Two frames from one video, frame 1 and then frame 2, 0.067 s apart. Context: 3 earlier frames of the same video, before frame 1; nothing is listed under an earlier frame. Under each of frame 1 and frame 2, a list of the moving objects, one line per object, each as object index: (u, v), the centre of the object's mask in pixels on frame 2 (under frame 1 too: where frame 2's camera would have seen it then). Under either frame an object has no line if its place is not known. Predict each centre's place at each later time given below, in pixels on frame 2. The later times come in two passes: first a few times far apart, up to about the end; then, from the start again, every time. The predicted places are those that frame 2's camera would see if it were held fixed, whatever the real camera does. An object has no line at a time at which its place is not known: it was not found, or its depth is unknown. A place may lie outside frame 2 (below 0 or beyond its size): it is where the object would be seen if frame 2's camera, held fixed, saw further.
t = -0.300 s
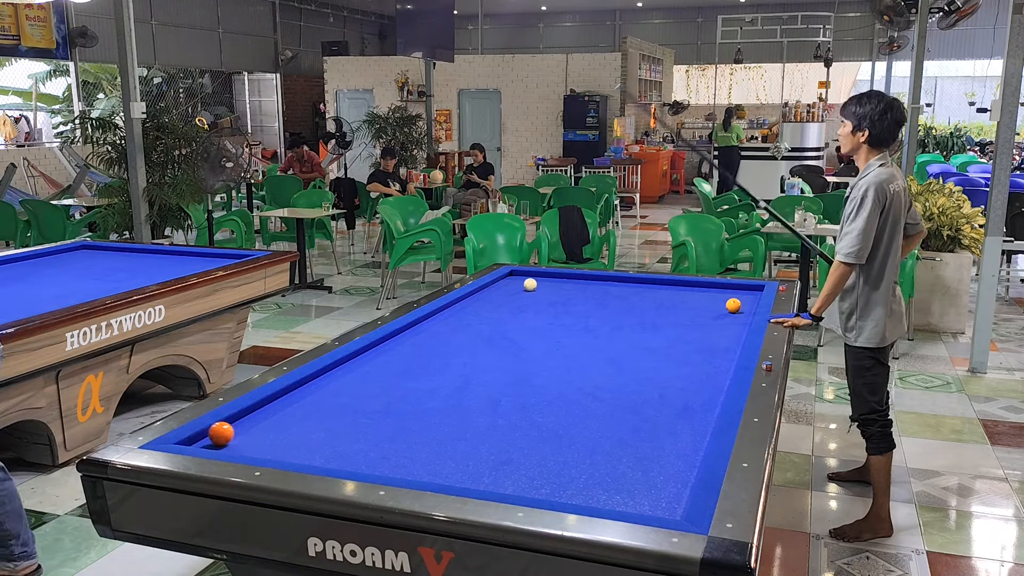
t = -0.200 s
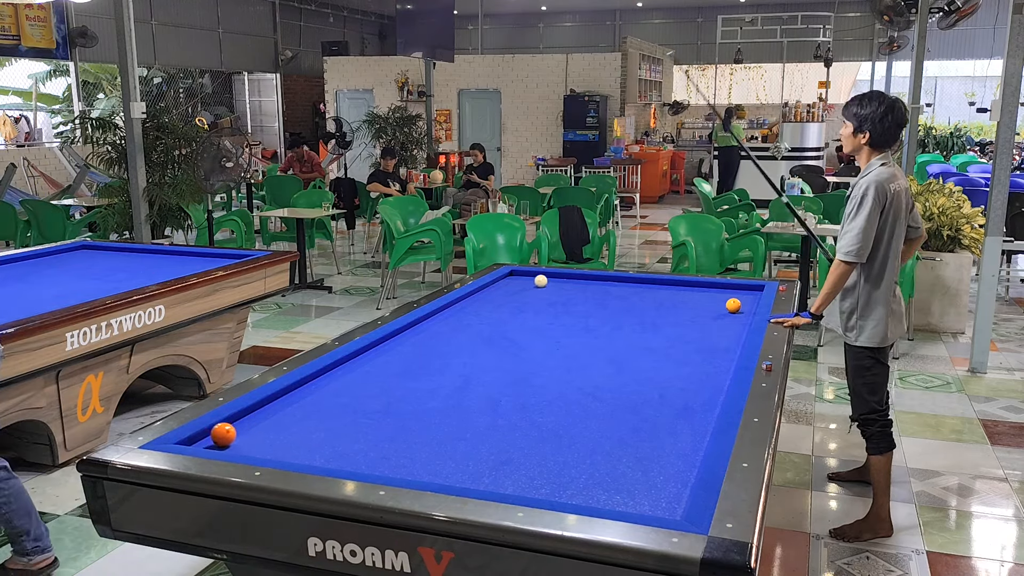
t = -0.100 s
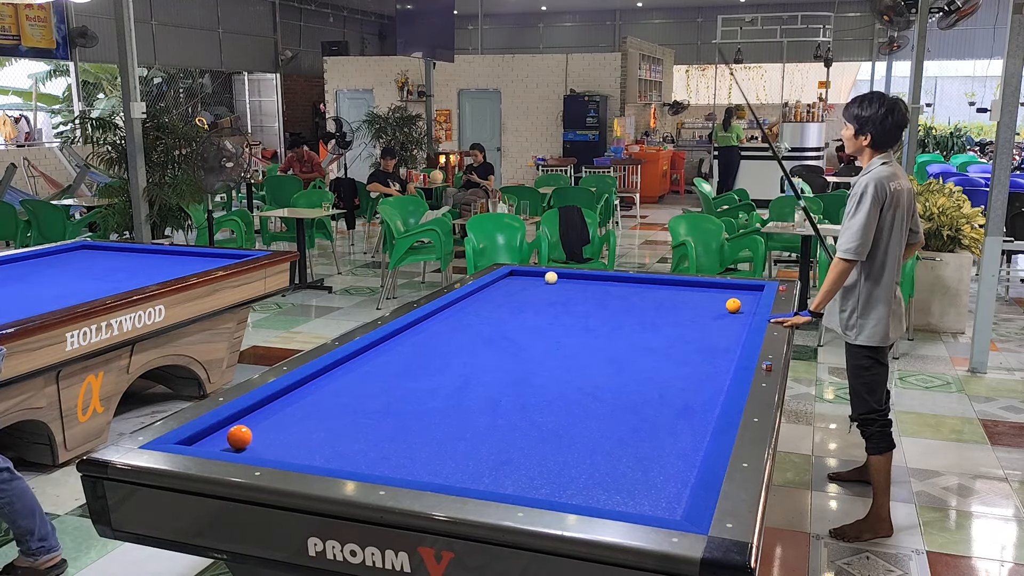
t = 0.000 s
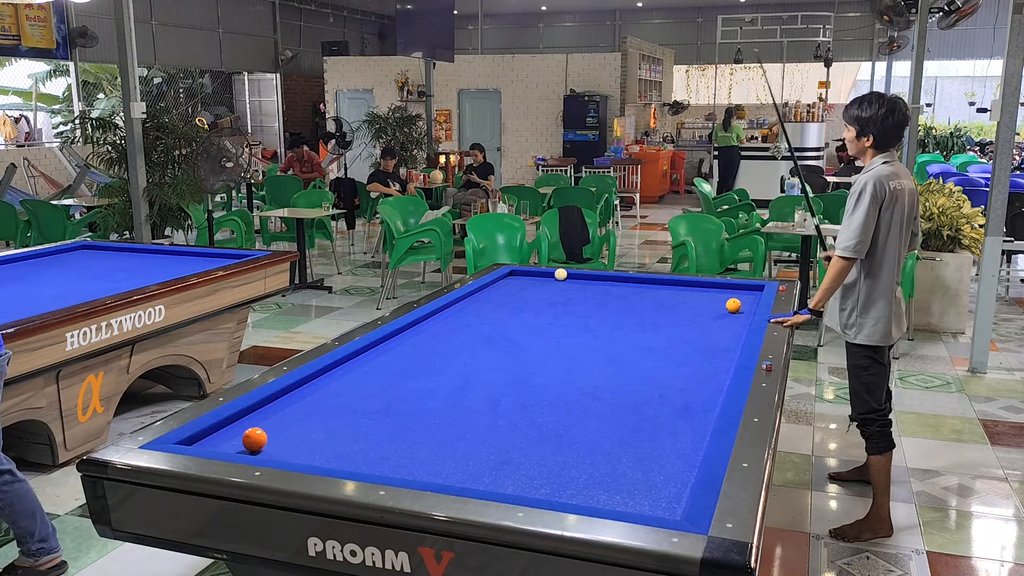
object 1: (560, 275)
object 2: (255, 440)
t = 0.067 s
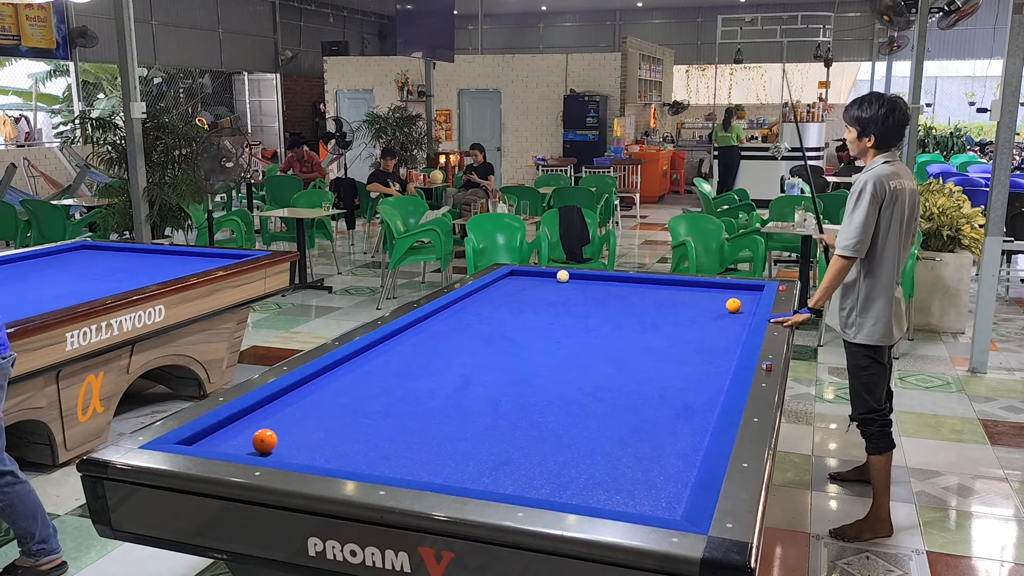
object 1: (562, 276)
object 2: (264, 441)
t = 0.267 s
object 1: (569, 281)
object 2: (295, 447)
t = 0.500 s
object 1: (578, 287)
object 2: (330, 452)
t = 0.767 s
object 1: (589, 293)
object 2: (371, 459)
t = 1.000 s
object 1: (598, 300)
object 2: (407, 465)
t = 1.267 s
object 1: (610, 307)
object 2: (449, 472)
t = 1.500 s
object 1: (621, 313)
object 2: (486, 478)
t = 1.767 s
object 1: (635, 322)
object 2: (528, 485)
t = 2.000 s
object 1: (647, 329)
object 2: (566, 491)
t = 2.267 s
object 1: (662, 338)
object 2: (610, 498)
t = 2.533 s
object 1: (677, 347)
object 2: (654, 506)
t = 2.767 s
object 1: (691, 356)
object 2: (662, 507)
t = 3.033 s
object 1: (709, 366)
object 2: (638, 504)
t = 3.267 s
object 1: (724, 376)
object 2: (617, 501)
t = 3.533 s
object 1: (711, 382)
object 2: (596, 498)
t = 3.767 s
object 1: (698, 386)
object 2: (579, 495)
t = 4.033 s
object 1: (684, 392)
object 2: (560, 493)
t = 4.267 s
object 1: (670, 397)
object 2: (545, 491)
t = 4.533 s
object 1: (655, 402)
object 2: (529, 489)
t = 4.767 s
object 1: (642, 407)
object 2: (518, 488)
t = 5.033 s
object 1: (627, 412)
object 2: (508, 485)
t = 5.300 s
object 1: (613, 417)
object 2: (499, 484)
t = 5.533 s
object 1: (600, 421)
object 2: (492, 482)
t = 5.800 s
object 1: (586, 426)
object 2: (485, 481)
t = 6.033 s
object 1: (574, 430)
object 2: (480, 480)
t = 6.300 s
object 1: (561, 435)
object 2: (474, 480)
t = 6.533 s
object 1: (549, 439)
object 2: (471, 479)
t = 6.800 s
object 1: (537, 443)
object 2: (468, 478)
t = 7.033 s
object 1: (527, 447)
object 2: (467, 478)
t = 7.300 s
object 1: (516, 451)
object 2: (466, 478)
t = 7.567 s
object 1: (506, 454)
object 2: (466, 478)
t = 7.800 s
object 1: (498, 458)
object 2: (466, 478)
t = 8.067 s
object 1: (490, 461)
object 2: (465, 478)
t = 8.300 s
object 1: (484, 464)
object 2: (465, 478)
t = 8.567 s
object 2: (465, 479)
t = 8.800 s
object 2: (466, 479)
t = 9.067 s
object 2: (466, 478)
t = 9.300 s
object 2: (465, 479)
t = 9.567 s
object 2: (465, 479)
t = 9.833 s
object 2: (465, 479)
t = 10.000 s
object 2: (465, 478)
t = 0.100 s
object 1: (563, 277)
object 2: (270, 442)
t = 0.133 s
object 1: (565, 278)
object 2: (275, 443)
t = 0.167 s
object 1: (566, 279)
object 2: (280, 444)
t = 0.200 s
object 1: (567, 280)
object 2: (285, 445)
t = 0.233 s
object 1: (568, 280)
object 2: (290, 446)
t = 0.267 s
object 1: (569, 281)
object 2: (295, 447)
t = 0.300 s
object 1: (571, 282)
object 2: (300, 447)
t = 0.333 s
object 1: (572, 283)
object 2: (305, 448)
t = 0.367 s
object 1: (573, 284)
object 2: (310, 449)
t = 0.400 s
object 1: (574, 284)
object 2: (315, 450)
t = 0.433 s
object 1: (575, 285)
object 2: (320, 451)
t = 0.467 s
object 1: (577, 286)
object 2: (325, 452)
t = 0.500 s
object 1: (578, 287)
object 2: (330, 452)
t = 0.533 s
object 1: (579, 288)
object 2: (335, 453)
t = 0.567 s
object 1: (581, 288)
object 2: (340, 454)
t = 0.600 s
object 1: (582, 289)
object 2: (345, 455)
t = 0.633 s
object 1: (583, 290)
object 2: (350, 456)
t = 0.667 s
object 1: (585, 291)
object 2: (355, 457)
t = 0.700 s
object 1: (586, 292)
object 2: (361, 457)
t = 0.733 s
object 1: (587, 293)
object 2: (366, 458)
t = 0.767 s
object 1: (589, 293)
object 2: (371, 459)
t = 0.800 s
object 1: (590, 294)
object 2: (376, 460)
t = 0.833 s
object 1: (591, 295)
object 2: (381, 461)
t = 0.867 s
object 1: (593, 296)
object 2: (386, 462)
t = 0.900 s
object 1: (594, 297)
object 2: (391, 463)
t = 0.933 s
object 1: (596, 298)
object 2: (396, 463)
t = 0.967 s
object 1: (597, 299)
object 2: (402, 464)
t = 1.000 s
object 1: (598, 300)
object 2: (407, 465)
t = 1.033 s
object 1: (600, 300)
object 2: (412, 466)
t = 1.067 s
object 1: (601, 301)
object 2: (417, 467)
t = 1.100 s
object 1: (603, 302)
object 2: (422, 467)
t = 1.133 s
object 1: (604, 303)
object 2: (428, 468)
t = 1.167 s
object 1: (606, 304)
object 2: (433, 469)
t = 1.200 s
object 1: (607, 305)
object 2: (438, 470)
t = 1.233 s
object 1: (609, 306)
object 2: (443, 471)
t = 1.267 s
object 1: (610, 307)
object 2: (449, 472)
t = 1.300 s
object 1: (612, 308)
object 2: (454, 473)
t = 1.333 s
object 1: (613, 309)
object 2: (459, 474)
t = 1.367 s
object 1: (615, 310)
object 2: (464, 474)
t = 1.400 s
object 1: (616, 311)
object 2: (470, 475)
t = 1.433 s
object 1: (618, 311)
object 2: (475, 476)
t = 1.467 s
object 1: (620, 313)
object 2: (480, 477)
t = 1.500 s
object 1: (621, 313)
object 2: (486, 478)
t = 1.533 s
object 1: (623, 314)
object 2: (491, 479)
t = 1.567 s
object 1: (625, 315)
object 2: (496, 480)
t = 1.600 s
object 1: (626, 316)
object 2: (502, 480)
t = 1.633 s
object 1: (628, 317)
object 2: (507, 481)
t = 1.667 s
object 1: (630, 319)
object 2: (512, 482)
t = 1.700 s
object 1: (631, 319)
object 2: (517, 483)
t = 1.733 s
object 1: (633, 320)
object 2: (523, 484)
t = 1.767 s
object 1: (635, 322)
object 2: (528, 485)
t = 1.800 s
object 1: (636, 323)
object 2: (534, 486)
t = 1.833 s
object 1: (638, 324)
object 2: (539, 487)
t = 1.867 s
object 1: (640, 325)
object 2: (545, 487)
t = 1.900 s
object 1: (642, 326)
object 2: (550, 488)
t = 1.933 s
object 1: (643, 327)
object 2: (555, 489)
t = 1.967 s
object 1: (645, 328)
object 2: (561, 490)
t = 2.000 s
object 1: (647, 329)
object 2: (566, 491)
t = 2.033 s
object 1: (649, 330)
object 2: (572, 492)
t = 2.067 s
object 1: (650, 331)
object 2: (577, 493)
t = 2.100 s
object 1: (652, 332)
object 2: (583, 494)
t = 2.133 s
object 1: (654, 334)
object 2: (588, 495)
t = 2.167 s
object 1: (656, 335)
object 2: (594, 496)
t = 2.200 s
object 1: (658, 336)
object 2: (599, 497)
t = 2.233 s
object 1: (660, 337)
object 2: (605, 497)
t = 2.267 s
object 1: (662, 338)
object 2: (610, 498)
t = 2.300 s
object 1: (663, 339)
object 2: (616, 499)
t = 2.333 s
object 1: (665, 340)
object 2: (621, 500)
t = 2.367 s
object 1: (667, 342)
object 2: (627, 501)
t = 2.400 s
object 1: (669, 343)
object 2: (632, 502)
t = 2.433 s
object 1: (671, 344)
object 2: (638, 503)
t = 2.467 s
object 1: (673, 345)
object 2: (643, 504)
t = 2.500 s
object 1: (675, 346)
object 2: (649, 505)
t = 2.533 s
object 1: (677, 347)
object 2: (654, 506)
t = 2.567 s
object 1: (679, 348)
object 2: (660, 507)
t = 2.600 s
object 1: (681, 350)
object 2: (665, 507)
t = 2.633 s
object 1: (683, 351)
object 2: (671, 508)
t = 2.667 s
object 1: (685, 352)
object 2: (671, 508)
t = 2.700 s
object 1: (687, 353)
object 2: (668, 508)
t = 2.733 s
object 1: (689, 355)
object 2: (665, 508)
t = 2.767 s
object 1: (691, 356)
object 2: (662, 507)
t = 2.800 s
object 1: (693, 357)
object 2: (659, 507)
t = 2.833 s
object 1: (696, 358)
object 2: (656, 506)
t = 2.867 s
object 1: (698, 360)
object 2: (652, 506)
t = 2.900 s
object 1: (700, 361)
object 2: (649, 506)
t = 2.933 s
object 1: (702, 362)
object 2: (646, 505)
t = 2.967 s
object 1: (704, 364)
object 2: (643, 505)
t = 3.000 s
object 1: (706, 365)
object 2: (640, 504)
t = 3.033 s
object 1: (709, 366)
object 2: (638, 504)
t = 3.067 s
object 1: (711, 368)
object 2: (634, 503)
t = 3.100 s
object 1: (713, 369)
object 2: (631, 503)
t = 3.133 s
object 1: (715, 370)
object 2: (629, 503)
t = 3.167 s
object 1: (718, 372)
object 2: (625, 502)
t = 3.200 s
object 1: (720, 373)
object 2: (623, 502)
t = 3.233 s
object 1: (722, 374)
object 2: (620, 502)
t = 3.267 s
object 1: (724, 376)
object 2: (617, 501)
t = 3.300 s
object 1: (724, 377)
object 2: (615, 501)
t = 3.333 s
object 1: (722, 377)
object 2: (612, 500)
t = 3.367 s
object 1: (720, 378)
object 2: (609, 500)
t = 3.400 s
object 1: (718, 379)
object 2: (606, 500)
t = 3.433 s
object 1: (716, 380)
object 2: (604, 499)
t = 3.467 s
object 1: (715, 380)
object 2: (601, 499)
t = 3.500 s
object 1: (713, 381)
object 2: (598, 499)
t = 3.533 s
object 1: (711, 382)
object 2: (596, 498)
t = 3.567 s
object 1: (709, 382)
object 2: (593, 498)
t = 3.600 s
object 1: (707, 383)
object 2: (591, 497)
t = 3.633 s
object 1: (705, 384)
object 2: (588, 497)
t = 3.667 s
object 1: (704, 385)
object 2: (586, 497)
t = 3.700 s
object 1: (702, 385)
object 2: (583, 496)
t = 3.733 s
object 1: (700, 386)
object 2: (581, 496)
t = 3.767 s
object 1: (698, 386)
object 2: (579, 495)
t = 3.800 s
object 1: (696, 387)
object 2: (577, 495)
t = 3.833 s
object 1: (695, 388)
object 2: (574, 495)
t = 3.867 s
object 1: (693, 389)
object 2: (572, 495)
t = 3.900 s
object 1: (691, 389)
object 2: (569, 494)
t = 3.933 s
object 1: (689, 390)
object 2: (567, 494)
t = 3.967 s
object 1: (687, 391)
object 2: (565, 494)
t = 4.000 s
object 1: (685, 391)
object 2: (562, 493)
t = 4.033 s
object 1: (684, 392)
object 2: (560, 493)
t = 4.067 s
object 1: (682, 393)
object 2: (558, 493)
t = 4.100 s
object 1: (680, 394)
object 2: (556, 492)
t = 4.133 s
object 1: (678, 394)
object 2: (554, 492)
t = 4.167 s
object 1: (676, 395)
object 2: (552, 492)
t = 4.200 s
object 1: (674, 396)
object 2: (549, 491)
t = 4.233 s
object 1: (672, 396)
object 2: (547, 491)
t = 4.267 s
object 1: (670, 397)
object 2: (545, 491)
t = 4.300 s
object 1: (668, 398)
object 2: (543, 491)
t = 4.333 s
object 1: (667, 399)
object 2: (541, 490)
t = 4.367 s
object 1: (665, 399)
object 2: (539, 490)
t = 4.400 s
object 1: (663, 400)
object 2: (537, 490)
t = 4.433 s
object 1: (661, 400)
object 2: (535, 490)
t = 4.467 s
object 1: (659, 401)
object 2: (533, 490)
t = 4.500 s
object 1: (657, 402)
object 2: (531, 489)
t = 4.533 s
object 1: (655, 402)
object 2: (529, 489)
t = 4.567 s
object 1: (653, 403)
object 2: (527, 489)
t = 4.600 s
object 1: (652, 404)
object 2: (525, 489)
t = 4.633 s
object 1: (650, 404)
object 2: (524, 489)
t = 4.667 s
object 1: (648, 405)
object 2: (523, 488)
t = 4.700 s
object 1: (646, 406)
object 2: (521, 488)
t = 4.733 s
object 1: (644, 406)
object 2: (519, 488)
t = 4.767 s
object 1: (642, 407)
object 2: (518, 488)
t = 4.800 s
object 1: (640, 408)
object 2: (517, 487)
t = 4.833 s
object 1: (638, 408)
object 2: (516, 487)
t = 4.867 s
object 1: (637, 409)
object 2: (514, 487)
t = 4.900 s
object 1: (635, 410)
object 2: (513, 486)
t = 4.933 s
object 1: (633, 410)
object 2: (512, 486)
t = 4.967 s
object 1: (631, 411)
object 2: (511, 486)
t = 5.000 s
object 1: (629, 411)
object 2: (510, 486)
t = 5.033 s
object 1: (627, 412)
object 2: (508, 485)
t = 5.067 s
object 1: (625, 413)
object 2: (507, 485)
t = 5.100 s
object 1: (624, 413)
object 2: (506, 485)
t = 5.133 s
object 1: (622, 414)
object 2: (505, 485)
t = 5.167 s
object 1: (620, 415)
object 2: (504, 484)
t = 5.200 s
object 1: (618, 415)
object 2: (503, 484)
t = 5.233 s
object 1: (617, 416)
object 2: (502, 484)
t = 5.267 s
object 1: (615, 416)
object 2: (500, 484)
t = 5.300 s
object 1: (613, 417)
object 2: (499, 484)
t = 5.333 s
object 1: (611, 418)
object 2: (498, 483)
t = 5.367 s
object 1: (609, 418)
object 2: (497, 483)
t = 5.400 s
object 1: (607, 419)
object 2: (496, 483)
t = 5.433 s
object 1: (606, 419)
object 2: (495, 483)
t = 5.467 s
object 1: (604, 420)
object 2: (494, 483)
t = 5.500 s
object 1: (602, 421)
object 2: (493, 482)
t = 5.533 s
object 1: (600, 421)
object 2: (492, 482)
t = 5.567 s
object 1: (599, 422)
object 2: (491, 482)
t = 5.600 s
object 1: (597, 422)
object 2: (490, 482)
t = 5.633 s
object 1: (595, 423)
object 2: (489, 482)
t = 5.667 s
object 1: (593, 424)
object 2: (488, 482)
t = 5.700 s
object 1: (591, 424)
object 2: (488, 482)
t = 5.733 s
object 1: (590, 425)
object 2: (487, 481)
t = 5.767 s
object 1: (588, 425)
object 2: (486, 481)
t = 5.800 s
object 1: (586, 426)
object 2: (485, 481)
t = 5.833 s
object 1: (585, 427)
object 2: (484, 481)
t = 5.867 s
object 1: (583, 427)
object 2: (483, 481)
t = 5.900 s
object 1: (581, 428)
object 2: (482, 481)
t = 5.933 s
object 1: (579, 429)
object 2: (482, 481)
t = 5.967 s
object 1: (578, 429)
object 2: (481, 481)
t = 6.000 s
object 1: (576, 430)
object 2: (480, 481)
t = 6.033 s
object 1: (574, 430)
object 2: (480, 480)
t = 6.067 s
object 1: (573, 431)
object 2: (479, 480)
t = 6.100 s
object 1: (571, 431)
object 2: (478, 480)
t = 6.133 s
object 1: (569, 432)
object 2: (477, 480)
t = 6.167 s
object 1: (568, 433)
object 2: (477, 480)
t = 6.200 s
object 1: (566, 433)
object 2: (476, 480)
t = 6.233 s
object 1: (564, 434)
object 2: (476, 480)
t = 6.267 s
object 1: (563, 435)
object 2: (475, 480)
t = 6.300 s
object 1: (561, 435)
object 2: (474, 480)
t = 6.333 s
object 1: (559, 435)
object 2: (474, 480)
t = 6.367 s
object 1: (557, 436)
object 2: (473, 480)
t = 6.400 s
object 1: (556, 437)
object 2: (473, 479)
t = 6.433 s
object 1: (554, 437)
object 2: (472, 479)
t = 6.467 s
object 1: (553, 438)
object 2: (472, 479)
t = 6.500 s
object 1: (551, 438)
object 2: (471, 479)
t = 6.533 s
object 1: (549, 439)
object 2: (471, 479)
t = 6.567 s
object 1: (548, 439)
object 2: (470, 479)
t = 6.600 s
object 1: (546, 440)
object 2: (470, 479)
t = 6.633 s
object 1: (545, 440)
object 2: (469, 479)
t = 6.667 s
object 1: (543, 441)
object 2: (469, 479)
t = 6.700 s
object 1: (541, 442)
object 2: (469, 479)
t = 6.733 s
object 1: (540, 442)
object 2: (469, 479)
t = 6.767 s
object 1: (538, 442)
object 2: (469, 478)
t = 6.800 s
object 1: (537, 443)
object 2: (468, 478)
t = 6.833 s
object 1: (535, 444)
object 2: (468, 478)
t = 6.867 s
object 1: (534, 444)
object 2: (468, 478)
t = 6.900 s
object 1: (532, 444)
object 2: (468, 478)
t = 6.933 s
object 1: (531, 445)
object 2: (468, 478)
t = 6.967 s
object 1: (529, 446)
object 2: (467, 478)
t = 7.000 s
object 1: (528, 446)
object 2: (467, 478)
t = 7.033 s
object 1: (527, 447)
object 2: (467, 478)
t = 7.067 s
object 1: (525, 447)
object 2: (467, 478)
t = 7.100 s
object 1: (524, 448)
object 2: (467, 478)
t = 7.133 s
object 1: (522, 448)
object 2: (466, 478)
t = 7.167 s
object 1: (521, 449)
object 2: (466, 478)
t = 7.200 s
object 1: (520, 449)
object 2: (466, 478)
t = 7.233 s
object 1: (518, 450)
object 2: (466, 478)
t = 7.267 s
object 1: (517, 450)
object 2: (466, 478)
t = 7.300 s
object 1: (516, 451)
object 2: (466, 478)
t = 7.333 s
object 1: (515, 451)
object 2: (466, 478)
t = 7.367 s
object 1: (513, 452)
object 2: (466, 478)
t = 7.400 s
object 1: (512, 452)
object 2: (466, 478)
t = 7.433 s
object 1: (511, 453)
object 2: (466, 478)
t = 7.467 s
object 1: (510, 453)
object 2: (466, 478)
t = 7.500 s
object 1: (508, 454)
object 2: (466, 478)
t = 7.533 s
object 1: (507, 454)
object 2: (466, 478)
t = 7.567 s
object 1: (506, 454)
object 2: (466, 478)
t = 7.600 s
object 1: (505, 455)
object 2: (466, 478)
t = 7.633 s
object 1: (504, 455)
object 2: (466, 478)
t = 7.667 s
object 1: (503, 456)
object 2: (466, 478)
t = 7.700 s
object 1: (502, 456)
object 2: (466, 478)
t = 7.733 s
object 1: (500, 457)
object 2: (466, 478)
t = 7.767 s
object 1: (499, 457)
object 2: (466, 478)
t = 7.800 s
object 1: (498, 458)
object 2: (466, 478)
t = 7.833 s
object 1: (497, 458)
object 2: (466, 478)
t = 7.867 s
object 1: (496, 458)
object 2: (466, 478)
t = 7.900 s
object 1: (495, 459)
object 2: (466, 478)
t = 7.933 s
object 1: (494, 459)
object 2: (465, 478)
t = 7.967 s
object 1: (493, 460)
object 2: (465, 478)
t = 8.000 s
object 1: (492, 460)
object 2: (465, 478)
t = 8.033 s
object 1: (491, 461)
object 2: (465, 478)
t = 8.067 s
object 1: (490, 461)
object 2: (465, 478)
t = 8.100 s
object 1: (489, 462)
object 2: (465, 478)
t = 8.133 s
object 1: (488, 462)
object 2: (465, 478)
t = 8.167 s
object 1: (487, 462)
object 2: (465, 478)
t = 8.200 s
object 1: (486, 463)
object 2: (465, 478)
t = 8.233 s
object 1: (485, 463)
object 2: (465, 478)
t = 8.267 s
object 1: (485, 463)
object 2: (465, 478)
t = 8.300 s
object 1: (484, 464)
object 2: (465, 478)
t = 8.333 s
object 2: (466, 478)
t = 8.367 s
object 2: (466, 478)
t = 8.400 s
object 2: (465, 478)
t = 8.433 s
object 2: (466, 478)
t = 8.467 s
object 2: (466, 478)
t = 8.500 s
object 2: (466, 478)
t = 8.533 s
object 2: (465, 479)
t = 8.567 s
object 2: (465, 479)
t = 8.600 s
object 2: (466, 478)
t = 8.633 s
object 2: (465, 478)
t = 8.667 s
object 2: (466, 478)
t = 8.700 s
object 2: (466, 478)
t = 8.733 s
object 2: (466, 479)
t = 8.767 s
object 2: (466, 479)
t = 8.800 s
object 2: (466, 479)
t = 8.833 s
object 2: (466, 479)
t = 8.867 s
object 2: (466, 479)
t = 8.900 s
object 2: (466, 479)
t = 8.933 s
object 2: (466, 479)
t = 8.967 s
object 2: (466, 478)
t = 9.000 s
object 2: (466, 479)
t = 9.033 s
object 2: (466, 479)
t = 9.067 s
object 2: (466, 478)
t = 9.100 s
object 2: (465, 478)
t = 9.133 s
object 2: (465, 478)
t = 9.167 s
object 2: (465, 479)
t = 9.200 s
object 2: (465, 479)
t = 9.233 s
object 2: (465, 479)
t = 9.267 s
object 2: (465, 479)
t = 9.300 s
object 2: (465, 479)
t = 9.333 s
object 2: (465, 479)
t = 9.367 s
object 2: (465, 479)
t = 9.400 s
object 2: (465, 479)
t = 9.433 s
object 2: (465, 479)
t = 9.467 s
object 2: (465, 479)
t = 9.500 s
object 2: (465, 479)
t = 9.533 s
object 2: (465, 479)
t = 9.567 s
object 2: (465, 479)
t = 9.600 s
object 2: (465, 479)
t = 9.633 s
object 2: (465, 479)
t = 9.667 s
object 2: (465, 479)
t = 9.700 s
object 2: (465, 479)
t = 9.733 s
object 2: (465, 479)
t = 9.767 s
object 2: (465, 479)
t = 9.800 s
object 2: (465, 479)
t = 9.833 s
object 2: (465, 479)
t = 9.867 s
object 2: (465, 478)
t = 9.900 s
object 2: (465, 479)
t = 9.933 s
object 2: (465, 479)
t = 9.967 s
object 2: (465, 479)
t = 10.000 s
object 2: (465, 478)
